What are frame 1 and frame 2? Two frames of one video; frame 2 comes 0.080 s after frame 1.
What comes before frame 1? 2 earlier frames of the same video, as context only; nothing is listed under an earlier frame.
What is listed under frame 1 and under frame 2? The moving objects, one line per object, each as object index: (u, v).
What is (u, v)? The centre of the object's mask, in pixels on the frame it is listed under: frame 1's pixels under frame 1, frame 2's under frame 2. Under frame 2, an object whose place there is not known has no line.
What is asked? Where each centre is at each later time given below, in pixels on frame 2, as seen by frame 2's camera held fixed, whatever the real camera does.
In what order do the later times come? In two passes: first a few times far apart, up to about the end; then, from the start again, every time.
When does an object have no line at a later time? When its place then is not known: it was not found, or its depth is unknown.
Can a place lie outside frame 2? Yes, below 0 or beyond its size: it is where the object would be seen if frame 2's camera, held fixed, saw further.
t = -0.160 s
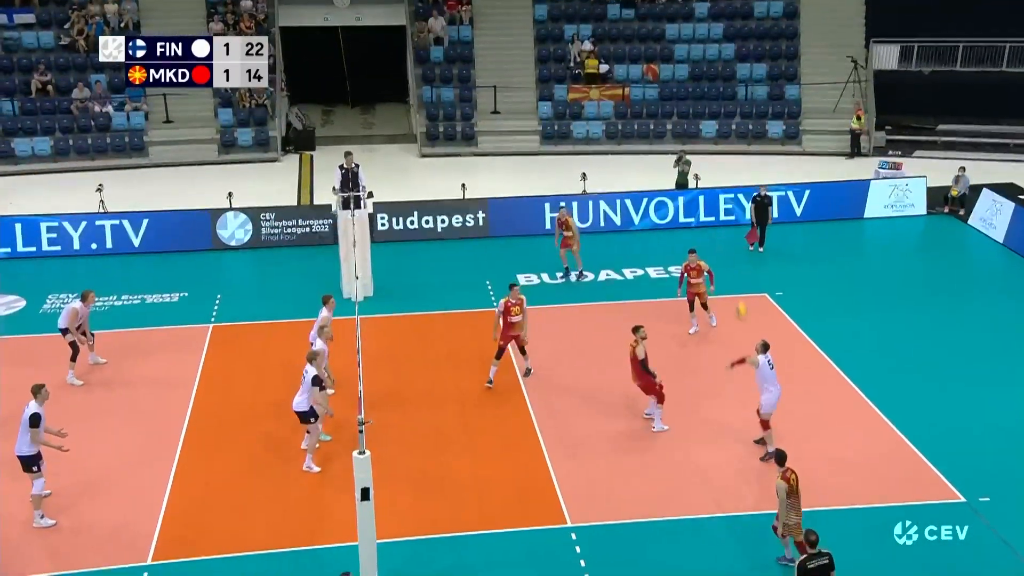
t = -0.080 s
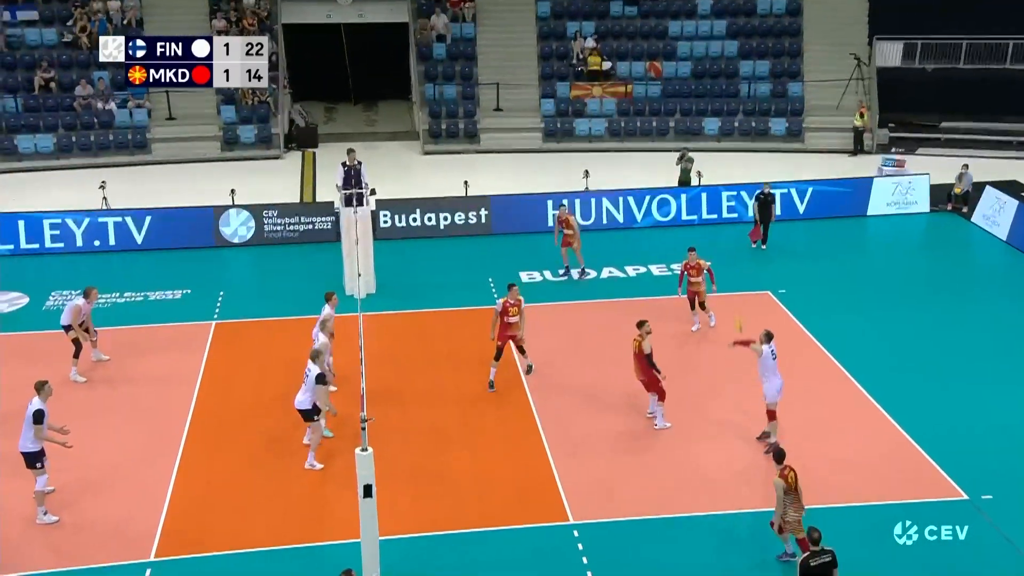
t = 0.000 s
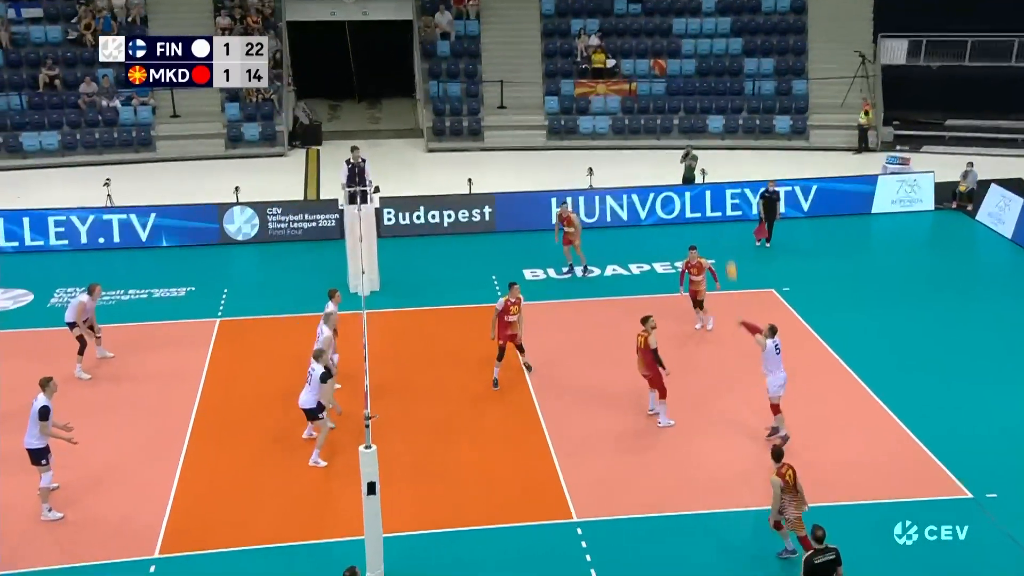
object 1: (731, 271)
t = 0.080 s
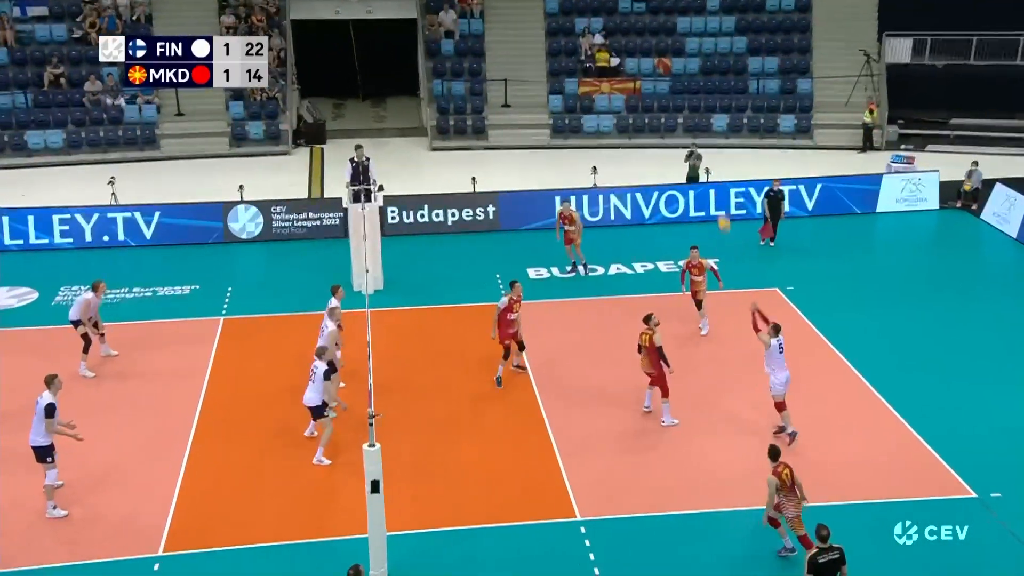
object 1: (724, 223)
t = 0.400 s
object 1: (675, 81)
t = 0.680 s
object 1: (633, 13)
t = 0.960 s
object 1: (592, -5)
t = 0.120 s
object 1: (719, 201)
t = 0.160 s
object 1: (712, 180)
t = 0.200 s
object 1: (706, 161)
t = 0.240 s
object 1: (699, 142)
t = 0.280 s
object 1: (693, 126)
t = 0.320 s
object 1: (687, 108)
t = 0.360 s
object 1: (681, 93)
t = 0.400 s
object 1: (675, 81)
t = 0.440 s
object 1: (669, 67)
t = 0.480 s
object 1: (663, 56)
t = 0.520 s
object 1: (657, 45)
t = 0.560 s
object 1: (651, 35)
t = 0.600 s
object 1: (645, 27)
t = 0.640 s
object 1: (639, 19)
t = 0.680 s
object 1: (633, 13)
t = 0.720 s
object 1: (627, 7)
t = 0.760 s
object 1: (621, 3)
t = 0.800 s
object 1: (615, -1)
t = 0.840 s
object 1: (609, -3)
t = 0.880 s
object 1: (603, -4)
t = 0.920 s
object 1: (597, -5)
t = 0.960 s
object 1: (592, -5)
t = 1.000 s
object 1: (586, -3)
